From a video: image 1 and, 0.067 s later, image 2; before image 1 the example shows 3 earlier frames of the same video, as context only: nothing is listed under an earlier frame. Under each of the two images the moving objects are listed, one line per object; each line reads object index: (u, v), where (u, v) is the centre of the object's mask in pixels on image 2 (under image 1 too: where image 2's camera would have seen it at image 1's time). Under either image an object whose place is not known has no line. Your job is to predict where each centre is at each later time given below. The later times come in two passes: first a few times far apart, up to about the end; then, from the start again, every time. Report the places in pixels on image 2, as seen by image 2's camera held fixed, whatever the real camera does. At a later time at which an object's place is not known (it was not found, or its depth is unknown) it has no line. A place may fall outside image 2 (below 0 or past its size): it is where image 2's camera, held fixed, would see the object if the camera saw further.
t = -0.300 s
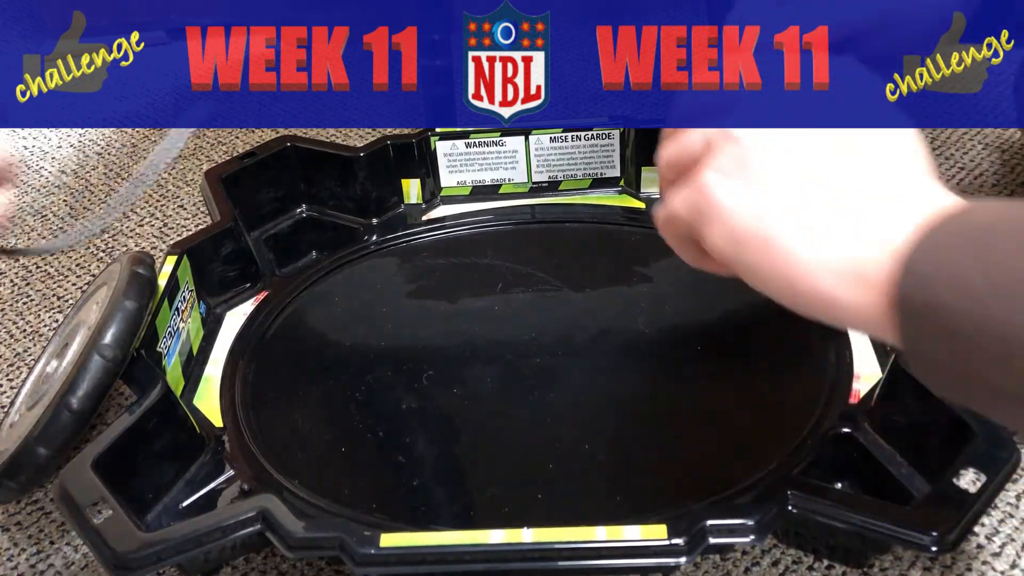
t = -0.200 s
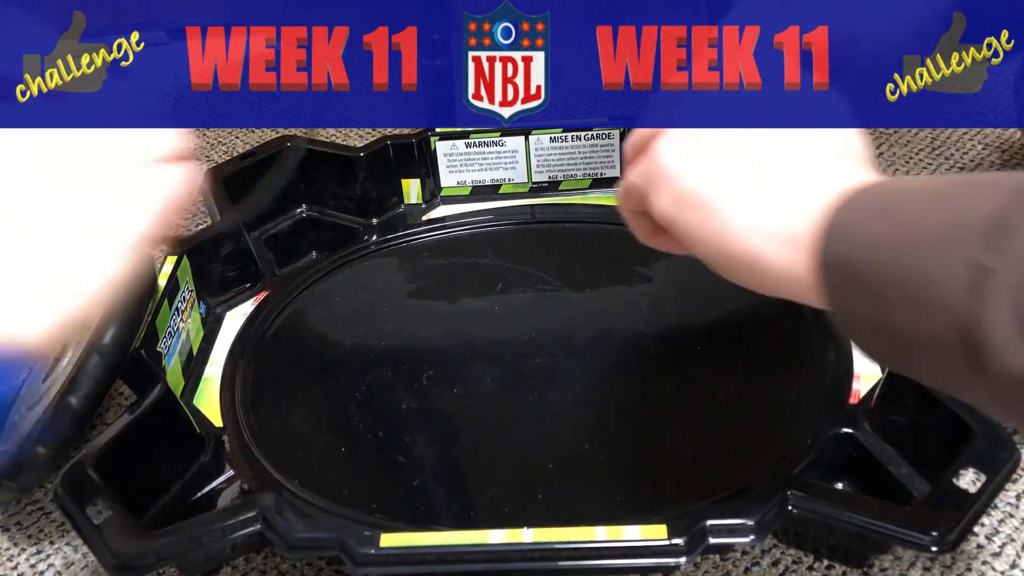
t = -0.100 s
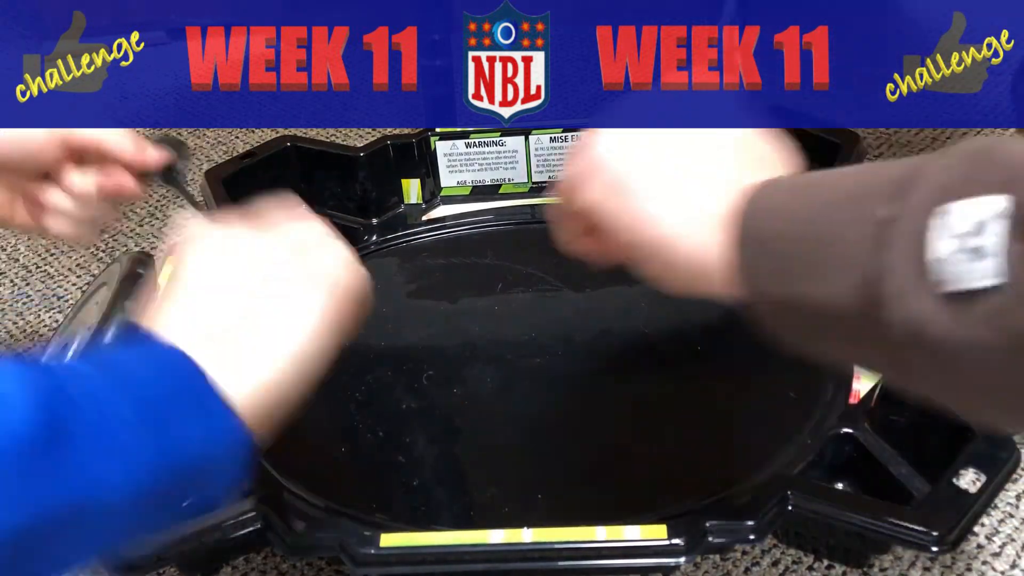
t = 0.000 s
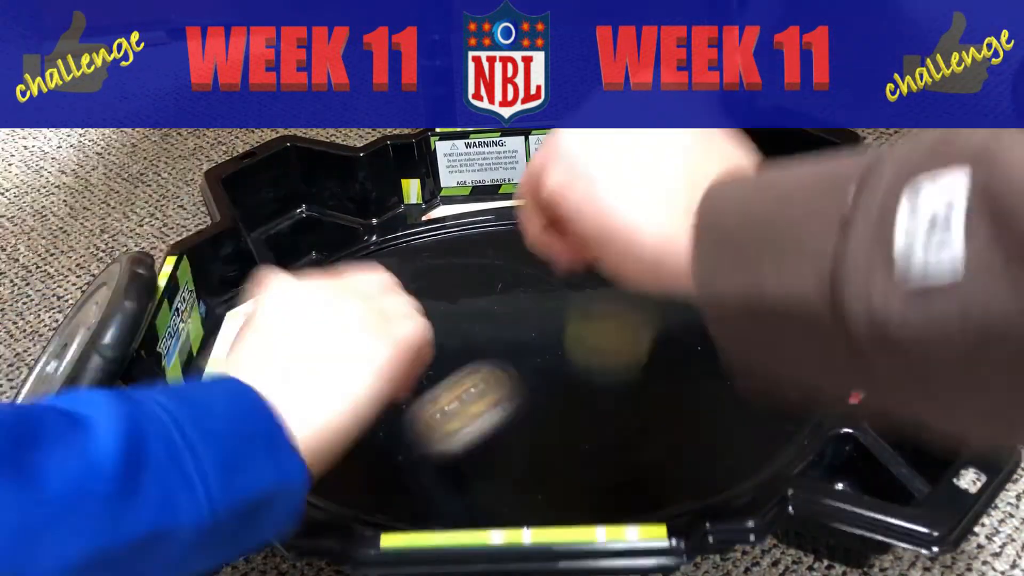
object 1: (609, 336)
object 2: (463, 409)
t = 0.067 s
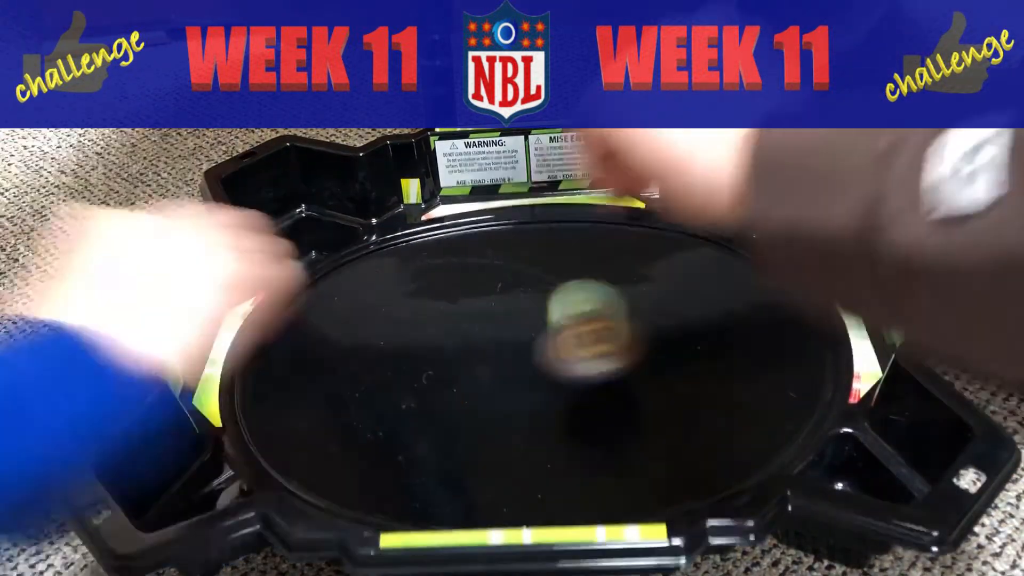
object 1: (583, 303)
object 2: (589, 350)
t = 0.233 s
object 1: (570, 184)
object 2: (793, 322)
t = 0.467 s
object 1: (499, 278)
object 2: (810, 274)
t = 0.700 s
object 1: (473, 391)
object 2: (697, 245)
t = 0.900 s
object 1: (567, 397)
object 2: (568, 298)
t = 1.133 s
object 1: (659, 354)
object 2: (467, 326)
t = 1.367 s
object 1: (641, 321)
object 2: (423, 303)
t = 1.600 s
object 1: (579, 337)
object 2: (420, 293)
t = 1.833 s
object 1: (540, 373)
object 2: (441, 311)
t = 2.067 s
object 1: (536, 384)
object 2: (447, 352)
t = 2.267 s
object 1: (535, 371)
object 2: (439, 381)
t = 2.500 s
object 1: (510, 365)
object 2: (435, 397)
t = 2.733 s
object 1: (544, 294)
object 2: (383, 423)
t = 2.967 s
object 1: (514, 287)
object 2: (411, 408)
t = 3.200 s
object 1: (505, 314)
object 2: (482, 394)
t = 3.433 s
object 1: (533, 324)
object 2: (560, 396)
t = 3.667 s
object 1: (552, 332)
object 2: (622, 386)
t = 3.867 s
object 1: (564, 342)
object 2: (659, 369)
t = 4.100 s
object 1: (573, 353)
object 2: (681, 344)
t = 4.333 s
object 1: (564, 357)
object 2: (676, 322)
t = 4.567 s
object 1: (556, 364)
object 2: (646, 305)
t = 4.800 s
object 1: (540, 369)
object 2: (604, 296)
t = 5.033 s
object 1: (517, 368)
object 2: (558, 293)
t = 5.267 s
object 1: (500, 360)
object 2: (513, 299)
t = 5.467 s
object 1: (501, 396)
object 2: (489, 295)
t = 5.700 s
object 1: (541, 393)
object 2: (458, 323)
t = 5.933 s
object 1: (559, 372)
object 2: (431, 351)
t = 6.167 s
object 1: (551, 350)
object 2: (416, 376)
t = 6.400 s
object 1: (535, 334)
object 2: (427, 394)
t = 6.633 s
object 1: (521, 325)
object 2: (461, 400)
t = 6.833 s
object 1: (516, 330)
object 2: (504, 396)
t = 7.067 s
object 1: (521, 318)
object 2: (554, 391)
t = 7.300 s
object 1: (519, 320)
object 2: (598, 368)
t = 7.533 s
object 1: (525, 333)
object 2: (628, 339)
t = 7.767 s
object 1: (543, 348)
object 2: (642, 314)
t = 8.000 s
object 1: (553, 367)
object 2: (633, 301)
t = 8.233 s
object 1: (555, 371)
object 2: (599, 303)
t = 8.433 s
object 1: (548, 370)
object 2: (558, 307)
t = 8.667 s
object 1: (535, 377)
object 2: (509, 315)
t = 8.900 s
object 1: (529, 373)
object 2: (468, 329)
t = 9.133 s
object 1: (544, 370)
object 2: (429, 345)
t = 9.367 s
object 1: (558, 363)
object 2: (413, 362)
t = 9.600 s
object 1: (572, 356)
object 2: (430, 375)
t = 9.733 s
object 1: (574, 351)
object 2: (451, 382)
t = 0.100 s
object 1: (587, 285)
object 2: (646, 341)
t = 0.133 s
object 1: (589, 260)
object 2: (701, 350)
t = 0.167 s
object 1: (586, 233)
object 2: (747, 364)
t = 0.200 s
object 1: (581, 207)
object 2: (772, 339)
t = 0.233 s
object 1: (570, 184)
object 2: (793, 322)
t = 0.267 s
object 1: (561, 179)
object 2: (813, 318)
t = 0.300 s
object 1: (551, 187)
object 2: (825, 312)
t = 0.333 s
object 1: (540, 201)
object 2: (827, 298)
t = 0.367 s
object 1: (532, 222)
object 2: (827, 299)
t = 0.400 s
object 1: (521, 239)
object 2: (824, 287)
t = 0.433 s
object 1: (510, 259)
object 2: (818, 279)
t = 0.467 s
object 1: (499, 278)
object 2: (810, 274)
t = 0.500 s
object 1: (490, 298)
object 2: (803, 259)
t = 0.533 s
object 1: (481, 318)
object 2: (794, 253)
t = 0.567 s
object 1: (474, 337)
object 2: (782, 241)
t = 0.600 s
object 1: (469, 353)
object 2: (764, 237)
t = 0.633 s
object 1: (467, 368)
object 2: (743, 237)
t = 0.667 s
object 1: (468, 381)
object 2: (720, 244)
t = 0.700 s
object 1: (473, 391)
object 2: (697, 245)
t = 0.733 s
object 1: (481, 397)
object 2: (674, 253)
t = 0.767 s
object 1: (493, 401)
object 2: (652, 260)
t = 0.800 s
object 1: (509, 402)
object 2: (629, 269)
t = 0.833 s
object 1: (529, 402)
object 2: (608, 280)
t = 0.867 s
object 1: (547, 400)
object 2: (587, 289)
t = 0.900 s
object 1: (567, 397)
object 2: (568, 298)
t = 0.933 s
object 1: (587, 393)
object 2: (550, 307)
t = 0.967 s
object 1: (602, 388)
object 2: (532, 314)
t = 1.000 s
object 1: (618, 382)
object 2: (516, 320)
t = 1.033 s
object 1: (633, 375)
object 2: (502, 324)
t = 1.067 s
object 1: (643, 369)
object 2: (490, 327)
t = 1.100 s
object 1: (652, 362)
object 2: (477, 327)
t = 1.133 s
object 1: (659, 354)
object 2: (467, 326)
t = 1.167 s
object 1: (662, 348)
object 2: (458, 324)
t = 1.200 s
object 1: (663, 342)
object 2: (449, 321)
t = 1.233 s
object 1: (662, 336)
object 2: (442, 317)
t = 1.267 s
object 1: (658, 330)
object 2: (436, 314)
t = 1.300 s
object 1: (654, 326)
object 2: (431, 310)
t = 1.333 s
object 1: (649, 323)
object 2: (427, 307)
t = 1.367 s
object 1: (641, 321)
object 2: (423, 303)
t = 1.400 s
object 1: (634, 320)
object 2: (420, 300)
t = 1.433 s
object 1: (626, 321)
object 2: (418, 298)
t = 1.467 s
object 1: (616, 322)
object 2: (417, 296)
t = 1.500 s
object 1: (607, 325)
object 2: (417, 294)
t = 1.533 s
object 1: (597, 328)
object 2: (417, 293)
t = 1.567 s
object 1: (588, 332)
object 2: (418, 293)
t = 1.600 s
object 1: (579, 337)
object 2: (420, 293)
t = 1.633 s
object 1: (569, 341)
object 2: (422, 293)
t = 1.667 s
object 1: (561, 346)
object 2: (425, 295)
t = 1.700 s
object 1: (555, 351)
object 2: (429, 297)
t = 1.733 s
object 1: (550, 356)
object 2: (432, 299)
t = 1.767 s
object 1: (546, 362)
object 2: (435, 303)
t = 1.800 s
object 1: (543, 368)
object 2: (439, 307)
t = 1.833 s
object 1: (540, 373)
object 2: (441, 311)
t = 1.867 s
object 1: (537, 377)
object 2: (443, 317)
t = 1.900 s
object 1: (535, 381)
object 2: (445, 322)
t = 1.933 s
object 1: (534, 383)
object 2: (447, 328)
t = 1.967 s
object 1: (534, 384)
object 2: (447, 334)
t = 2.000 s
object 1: (534, 385)
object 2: (447, 340)
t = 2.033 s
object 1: (535, 384)
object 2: (447, 346)
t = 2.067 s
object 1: (536, 384)
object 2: (447, 352)
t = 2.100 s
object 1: (536, 382)
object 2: (446, 357)
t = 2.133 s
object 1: (536, 380)
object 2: (445, 363)
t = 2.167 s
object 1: (537, 378)
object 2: (444, 368)
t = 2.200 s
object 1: (536, 376)
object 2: (443, 373)
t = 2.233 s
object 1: (536, 373)
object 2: (441, 377)
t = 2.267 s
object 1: (535, 371)
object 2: (439, 381)
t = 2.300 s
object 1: (534, 368)
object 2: (438, 385)
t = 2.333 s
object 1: (533, 367)
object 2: (437, 388)
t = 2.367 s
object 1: (530, 366)
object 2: (436, 391)
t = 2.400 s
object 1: (526, 366)
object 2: (435, 392)
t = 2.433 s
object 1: (521, 366)
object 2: (435, 394)
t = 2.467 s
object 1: (516, 366)
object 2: (435, 396)
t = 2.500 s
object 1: (510, 365)
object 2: (435, 397)
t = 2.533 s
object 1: (519, 352)
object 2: (423, 406)
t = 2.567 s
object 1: (529, 338)
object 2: (411, 413)
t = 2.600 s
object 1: (536, 327)
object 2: (401, 418)
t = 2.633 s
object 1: (541, 316)
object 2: (394, 421)
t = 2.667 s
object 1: (545, 307)
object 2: (389, 422)
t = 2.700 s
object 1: (545, 300)
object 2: (385, 423)
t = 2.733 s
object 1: (544, 294)
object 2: (383, 423)
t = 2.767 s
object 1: (542, 290)
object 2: (383, 422)
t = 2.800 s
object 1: (538, 287)
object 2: (384, 421)
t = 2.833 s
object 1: (533, 285)
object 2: (386, 419)
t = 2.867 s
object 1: (528, 284)
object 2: (390, 416)
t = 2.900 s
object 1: (523, 284)
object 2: (396, 413)
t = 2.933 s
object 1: (518, 285)
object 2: (403, 410)
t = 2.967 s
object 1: (514, 287)
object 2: (411, 408)
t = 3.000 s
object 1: (510, 289)
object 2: (420, 405)
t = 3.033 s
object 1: (507, 293)
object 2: (429, 403)
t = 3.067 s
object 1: (504, 296)
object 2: (439, 401)
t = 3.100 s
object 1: (503, 300)
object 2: (450, 399)
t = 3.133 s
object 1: (503, 305)
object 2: (460, 397)
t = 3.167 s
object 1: (503, 309)
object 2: (471, 396)
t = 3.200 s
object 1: (505, 314)
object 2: (482, 394)
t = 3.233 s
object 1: (508, 318)
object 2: (493, 393)
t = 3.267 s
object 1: (512, 323)
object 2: (504, 391)
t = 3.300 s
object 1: (517, 326)
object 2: (515, 390)
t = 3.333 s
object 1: (522, 329)
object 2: (526, 390)
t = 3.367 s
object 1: (526, 328)
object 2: (538, 394)
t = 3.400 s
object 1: (529, 325)
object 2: (549, 395)
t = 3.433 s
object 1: (533, 324)
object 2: (560, 396)
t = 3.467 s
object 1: (537, 324)
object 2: (570, 395)
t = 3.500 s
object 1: (540, 324)
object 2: (579, 394)
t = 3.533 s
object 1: (543, 325)
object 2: (588, 393)
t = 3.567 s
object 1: (546, 327)
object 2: (597, 391)
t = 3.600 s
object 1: (549, 328)
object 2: (606, 390)
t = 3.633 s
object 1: (551, 330)
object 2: (614, 388)
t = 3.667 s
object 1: (552, 332)
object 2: (622, 386)
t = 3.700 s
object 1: (554, 334)
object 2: (630, 383)
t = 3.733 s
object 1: (555, 336)
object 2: (637, 381)
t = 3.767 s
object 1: (557, 337)
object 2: (643, 378)
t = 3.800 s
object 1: (559, 339)
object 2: (649, 375)
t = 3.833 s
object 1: (561, 341)
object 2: (655, 372)
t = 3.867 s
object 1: (564, 342)
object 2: (659, 369)
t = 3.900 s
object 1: (567, 344)
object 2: (664, 365)
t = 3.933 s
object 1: (570, 346)
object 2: (667, 362)
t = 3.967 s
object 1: (572, 348)
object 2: (671, 358)
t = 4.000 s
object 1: (574, 350)
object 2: (674, 355)
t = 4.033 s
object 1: (574, 351)
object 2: (677, 351)
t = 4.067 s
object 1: (574, 352)
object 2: (679, 348)
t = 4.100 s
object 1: (573, 353)
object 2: (681, 344)
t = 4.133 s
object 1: (572, 354)
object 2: (683, 341)
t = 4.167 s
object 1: (571, 355)
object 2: (682, 338)
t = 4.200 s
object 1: (569, 355)
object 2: (682, 335)
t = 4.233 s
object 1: (567, 356)
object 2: (681, 331)
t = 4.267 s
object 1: (566, 356)
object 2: (680, 328)
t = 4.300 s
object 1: (565, 357)
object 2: (678, 325)
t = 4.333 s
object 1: (564, 357)
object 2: (676, 322)
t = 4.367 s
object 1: (563, 358)
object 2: (672, 319)
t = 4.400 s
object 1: (563, 360)
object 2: (669, 317)
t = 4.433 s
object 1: (562, 361)
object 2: (665, 314)
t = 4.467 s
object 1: (561, 362)
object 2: (660, 311)
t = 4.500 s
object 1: (560, 363)
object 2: (656, 309)
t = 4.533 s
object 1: (558, 364)
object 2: (652, 307)
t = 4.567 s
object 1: (556, 364)
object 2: (646, 305)
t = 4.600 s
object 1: (554, 365)
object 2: (641, 303)
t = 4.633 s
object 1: (552, 365)
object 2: (636, 301)
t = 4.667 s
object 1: (549, 366)
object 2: (630, 300)
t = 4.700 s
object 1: (547, 366)
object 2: (624, 299)
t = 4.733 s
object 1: (545, 367)
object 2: (617, 298)
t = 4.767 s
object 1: (543, 368)
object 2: (610, 297)
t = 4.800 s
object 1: (540, 369)
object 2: (604, 296)
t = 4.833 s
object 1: (537, 369)
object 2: (597, 295)
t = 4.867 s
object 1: (534, 369)
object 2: (590, 294)
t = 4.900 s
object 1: (531, 369)
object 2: (584, 293)
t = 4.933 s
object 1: (527, 369)
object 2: (577, 293)
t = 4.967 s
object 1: (524, 369)
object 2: (571, 293)
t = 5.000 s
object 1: (521, 369)
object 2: (564, 293)
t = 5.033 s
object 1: (517, 368)
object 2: (558, 293)
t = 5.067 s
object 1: (514, 367)
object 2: (551, 294)
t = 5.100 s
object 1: (511, 367)
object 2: (545, 294)
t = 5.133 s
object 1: (508, 365)
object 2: (539, 295)
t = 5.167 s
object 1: (506, 364)
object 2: (532, 296)
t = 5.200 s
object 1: (503, 363)
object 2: (526, 297)
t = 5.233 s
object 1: (501, 361)
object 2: (519, 298)
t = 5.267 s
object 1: (500, 360)
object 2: (513, 299)
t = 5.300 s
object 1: (496, 367)
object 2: (507, 297)
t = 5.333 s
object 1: (494, 377)
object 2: (503, 290)
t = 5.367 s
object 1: (493, 385)
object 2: (499, 289)
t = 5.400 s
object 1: (494, 391)
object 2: (496, 289)
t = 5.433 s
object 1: (497, 394)
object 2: (493, 291)
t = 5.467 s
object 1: (501, 396)
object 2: (489, 295)
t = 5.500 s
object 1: (506, 396)
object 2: (486, 299)
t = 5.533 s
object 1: (512, 396)
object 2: (481, 303)
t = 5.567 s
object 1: (518, 396)
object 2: (477, 306)
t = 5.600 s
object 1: (524, 395)
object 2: (472, 311)
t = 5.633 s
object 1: (530, 395)
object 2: (467, 315)
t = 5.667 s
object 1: (536, 394)
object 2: (462, 319)
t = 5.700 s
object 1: (541, 393)
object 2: (458, 323)
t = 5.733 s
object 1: (546, 391)
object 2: (454, 327)
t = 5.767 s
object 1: (550, 389)
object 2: (450, 331)
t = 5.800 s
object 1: (553, 387)
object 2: (446, 335)
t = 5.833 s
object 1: (556, 383)
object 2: (442, 340)
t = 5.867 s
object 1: (558, 380)
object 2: (438, 343)
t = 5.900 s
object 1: (559, 376)
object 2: (435, 347)
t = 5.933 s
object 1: (559, 372)
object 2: (431, 351)
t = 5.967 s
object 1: (559, 368)
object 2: (429, 355)
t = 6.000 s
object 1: (558, 364)
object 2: (425, 359)
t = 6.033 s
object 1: (558, 360)
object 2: (423, 363)
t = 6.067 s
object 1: (556, 357)
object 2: (421, 366)
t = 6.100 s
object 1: (555, 354)
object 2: (419, 370)
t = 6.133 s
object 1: (553, 352)
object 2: (417, 373)
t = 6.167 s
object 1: (551, 350)
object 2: (416, 376)
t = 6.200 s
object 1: (549, 347)
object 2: (416, 379)
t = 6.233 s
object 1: (546, 346)
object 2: (417, 382)
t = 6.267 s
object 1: (544, 343)
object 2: (418, 385)
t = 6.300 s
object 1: (542, 341)
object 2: (419, 387)
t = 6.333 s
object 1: (539, 339)
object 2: (421, 390)
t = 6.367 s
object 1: (537, 337)
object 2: (423, 392)
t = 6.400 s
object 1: (535, 334)
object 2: (427, 394)
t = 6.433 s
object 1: (534, 331)
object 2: (430, 395)
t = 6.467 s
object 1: (532, 329)
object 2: (435, 397)
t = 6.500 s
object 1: (529, 327)
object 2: (439, 398)
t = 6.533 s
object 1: (527, 326)
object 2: (444, 399)
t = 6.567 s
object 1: (525, 325)
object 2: (449, 400)
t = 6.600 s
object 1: (523, 325)
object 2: (455, 400)
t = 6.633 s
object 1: (521, 325)
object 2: (461, 400)
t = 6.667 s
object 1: (520, 325)
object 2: (468, 400)
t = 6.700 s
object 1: (518, 326)
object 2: (475, 400)
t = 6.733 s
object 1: (517, 326)
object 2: (482, 400)
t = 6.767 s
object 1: (516, 327)
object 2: (489, 399)
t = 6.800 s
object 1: (516, 329)
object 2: (497, 397)
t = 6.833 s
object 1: (516, 330)
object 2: (504, 396)
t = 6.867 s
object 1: (516, 330)
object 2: (511, 395)
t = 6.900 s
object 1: (516, 331)
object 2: (518, 394)
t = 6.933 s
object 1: (516, 332)
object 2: (526, 392)
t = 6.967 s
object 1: (518, 329)
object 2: (534, 394)
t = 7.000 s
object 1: (518, 324)
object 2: (541, 394)
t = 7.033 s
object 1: (520, 320)
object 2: (548, 393)
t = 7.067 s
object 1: (521, 318)
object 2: (554, 391)
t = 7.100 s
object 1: (520, 317)
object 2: (561, 388)
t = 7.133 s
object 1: (520, 317)
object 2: (568, 385)
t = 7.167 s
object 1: (520, 317)
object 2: (575, 382)
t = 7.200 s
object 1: (519, 317)
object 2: (581, 379)
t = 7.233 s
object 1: (519, 318)
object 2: (587, 376)
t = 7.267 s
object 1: (519, 319)
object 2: (593, 372)
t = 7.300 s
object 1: (519, 320)
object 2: (598, 368)
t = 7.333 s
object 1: (519, 321)
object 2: (603, 364)
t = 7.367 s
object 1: (519, 323)
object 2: (608, 360)
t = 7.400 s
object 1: (520, 324)
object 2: (613, 355)
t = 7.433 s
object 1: (521, 326)
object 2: (617, 351)
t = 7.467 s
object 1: (522, 328)
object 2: (621, 347)
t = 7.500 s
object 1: (523, 331)
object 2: (625, 343)
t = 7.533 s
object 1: (525, 333)
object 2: (628, 339)
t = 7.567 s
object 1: (527, 335)
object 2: (632, 335)
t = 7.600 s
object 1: (529, 337)
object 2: (634, 331)
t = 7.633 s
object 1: (532, 339)
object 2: (637, 327)
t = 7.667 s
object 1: (535, 341)
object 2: (639, 323)
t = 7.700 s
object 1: (539, 343)
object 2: (640, 320)
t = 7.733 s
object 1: (542, 346)
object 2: (642, 317)
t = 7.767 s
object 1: (543, 348)
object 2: (642, 314)
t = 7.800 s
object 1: (545, 351)
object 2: (642, 310)
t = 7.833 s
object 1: (547, 353)
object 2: (642, 308)
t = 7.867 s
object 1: (549, 356)
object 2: (642, 306)
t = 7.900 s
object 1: (550, 359)
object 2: (640, 304)
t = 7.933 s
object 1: (551, 362)
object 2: (639, 303)
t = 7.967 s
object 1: (553, 364)
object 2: (636, 302)
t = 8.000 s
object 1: (553, 367)
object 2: (633, 301)
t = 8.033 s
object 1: (554, 369)
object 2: (630, 301)
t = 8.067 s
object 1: (554, 371)
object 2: (626, 301)
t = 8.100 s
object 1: (554, 371)
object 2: (622, 301)
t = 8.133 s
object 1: (555, 372)
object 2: (617, 301)
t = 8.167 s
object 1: (555, 372)
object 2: (611, 301)
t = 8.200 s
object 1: (555, 372)
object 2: (605, 302)
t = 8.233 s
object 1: (555, 371)
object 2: (599, 303)
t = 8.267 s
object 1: (554, 371)
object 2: (592, 304)
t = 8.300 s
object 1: (554, 370)
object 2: (586, 304)
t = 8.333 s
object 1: (553, 370)
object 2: (579, 305)
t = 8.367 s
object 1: (552, 369)
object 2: (572, 306)
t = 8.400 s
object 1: (551, 368)
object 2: (566, 307)
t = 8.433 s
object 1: (548, 370)
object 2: (558, 307)
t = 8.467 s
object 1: (545, 371)
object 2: (551, 308)
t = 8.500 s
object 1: (542, 371)
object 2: (544, 309)
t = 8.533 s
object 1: (540, 372)
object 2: (538, 310)
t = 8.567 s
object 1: (538, 372)
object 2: (531, 311)
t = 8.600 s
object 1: (536, 372)
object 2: (523, 313)
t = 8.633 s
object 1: (535, 375)
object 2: (515, 313)
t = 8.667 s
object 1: (535, 377)
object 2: (509, 315)
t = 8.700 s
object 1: (534, 377)
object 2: (503, 316)
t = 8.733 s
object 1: (533, 377)
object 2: (497, 318)
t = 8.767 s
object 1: (532, 377)
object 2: (490, 320)
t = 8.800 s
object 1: (531, 376)
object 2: (485, 322)
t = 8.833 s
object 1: (530, 375)
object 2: (479, 324)
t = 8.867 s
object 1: (530, 374)
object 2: (473, 327)
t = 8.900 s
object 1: (529, 373)
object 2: (468, 329)
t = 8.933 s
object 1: (527, 371)
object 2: (462, 332)
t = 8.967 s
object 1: (525, 369)
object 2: (458, 335)
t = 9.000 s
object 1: (524, 368)
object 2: (453, 338)
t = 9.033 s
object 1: (530, 369)
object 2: (444, 339)
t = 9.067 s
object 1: (536, 370)
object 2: (437, 340)
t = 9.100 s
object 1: (540, 371)
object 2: (433, 343)
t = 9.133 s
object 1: (544, 370)
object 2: (429, 345)
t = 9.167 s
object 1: (546, 370)
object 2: (425, 348)
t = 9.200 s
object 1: (549, 369)
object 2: (422, 350)
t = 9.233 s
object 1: (551, 368)
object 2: (419, 353)
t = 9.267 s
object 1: (553, 367)
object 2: (416, 355)
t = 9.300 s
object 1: (554, 366)
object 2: (414, 357)
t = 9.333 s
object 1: (556, 364)
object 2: (413, 360)
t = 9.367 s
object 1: (558, 363)
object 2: (413, 362)
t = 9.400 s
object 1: (560, 362)
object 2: (413, 364)
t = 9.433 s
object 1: (562, 361)
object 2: (414, 366)
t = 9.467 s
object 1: (564, 360)
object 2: (416, 368)
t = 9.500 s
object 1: (566, 359)
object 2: (419, 370)
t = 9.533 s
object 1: (568, 358)
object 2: (422, 372)
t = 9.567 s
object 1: (570, 357)
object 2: (426, 373)
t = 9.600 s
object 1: (572, 356)
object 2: (430, 375)
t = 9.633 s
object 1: (573, 355)
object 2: (434, 377)
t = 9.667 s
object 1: (573, 353)
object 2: (440, 379)
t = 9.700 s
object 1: (574, 352)
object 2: (445, 380)
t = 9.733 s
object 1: (574, 351)
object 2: (451, 382)
